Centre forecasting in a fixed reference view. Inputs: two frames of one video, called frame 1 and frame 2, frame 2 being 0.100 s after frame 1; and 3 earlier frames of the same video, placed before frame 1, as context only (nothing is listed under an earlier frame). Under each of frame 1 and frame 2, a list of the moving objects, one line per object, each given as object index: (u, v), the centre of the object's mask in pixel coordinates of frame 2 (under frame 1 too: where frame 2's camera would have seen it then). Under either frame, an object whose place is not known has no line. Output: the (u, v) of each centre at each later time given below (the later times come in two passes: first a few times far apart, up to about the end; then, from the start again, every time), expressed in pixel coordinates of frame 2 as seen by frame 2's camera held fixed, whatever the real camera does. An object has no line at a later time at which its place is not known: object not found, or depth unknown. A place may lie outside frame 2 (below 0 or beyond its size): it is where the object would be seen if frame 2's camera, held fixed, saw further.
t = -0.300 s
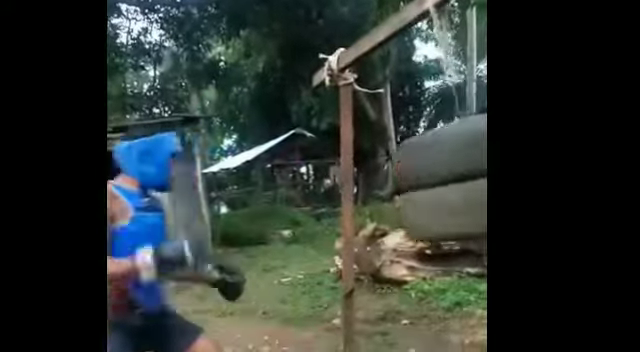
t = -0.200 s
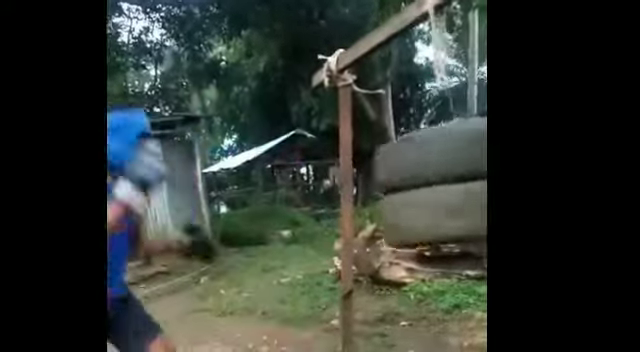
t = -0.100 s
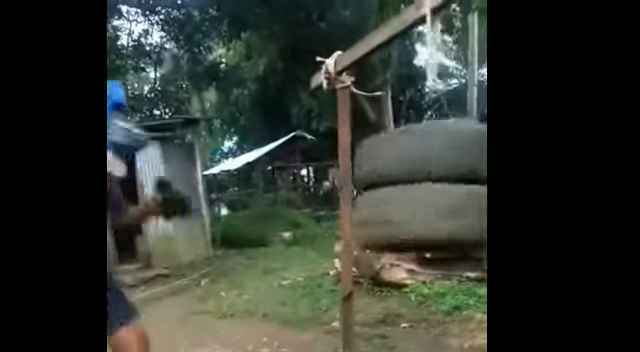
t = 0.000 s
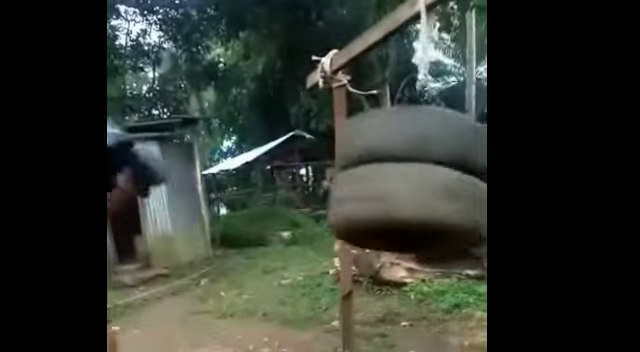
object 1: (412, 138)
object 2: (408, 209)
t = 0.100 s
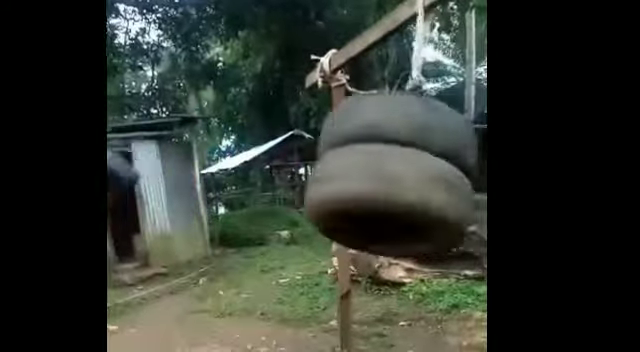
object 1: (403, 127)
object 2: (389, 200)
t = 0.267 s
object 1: (394, 111)
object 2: (371, 187)
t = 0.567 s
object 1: (397, 128)
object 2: (384, 201)
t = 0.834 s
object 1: (425, 161)
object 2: (425, 222)
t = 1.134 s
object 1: (455, 158)
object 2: (462, 224)
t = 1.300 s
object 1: (462, 153)
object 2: (468, 218)
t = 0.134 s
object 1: (399, 122)
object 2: (386, 197)
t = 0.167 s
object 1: (399, 118)
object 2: (380, 193)
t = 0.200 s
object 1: (399, 116)
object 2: (377, 190)
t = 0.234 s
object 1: (396, 112)
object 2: (374, 188)
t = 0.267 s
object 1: (394, 111)
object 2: (371, 187)
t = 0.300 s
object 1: (393, 111)
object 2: (369, 187)
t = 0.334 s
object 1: (393, 112)
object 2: (369, 187)
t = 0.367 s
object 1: (392, 111)
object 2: (368, 187)
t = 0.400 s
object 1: (391, 112)
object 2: (368, 188)
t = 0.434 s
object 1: (391, 113)
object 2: (370, 189)
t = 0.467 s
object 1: (392, 115)
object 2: (372, 191)
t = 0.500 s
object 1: (394, 119)
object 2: (377, 194)
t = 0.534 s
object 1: (397, 125)
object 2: (381, 198)
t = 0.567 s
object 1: (397, 128)
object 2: (384, 201)
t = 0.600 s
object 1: (400, 133)
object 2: (389, 204)
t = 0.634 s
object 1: (402, 139)
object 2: (393, 208)
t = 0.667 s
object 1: (405, 144)
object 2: (398, 210)
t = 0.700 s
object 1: (410, 149)
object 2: (404, 212)
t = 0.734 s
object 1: (412, 152)
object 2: (408, 216)
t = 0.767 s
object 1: (414, 155)
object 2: (418, 218)
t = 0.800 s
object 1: (420, 159)
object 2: (422, 221)
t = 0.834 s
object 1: (425, 161)
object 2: (425, 222)
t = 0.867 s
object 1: (429, 163)
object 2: (429, 224)
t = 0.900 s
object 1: (433, 164)
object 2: (439, 225)
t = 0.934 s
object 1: (437, 164)
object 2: (444, 225)
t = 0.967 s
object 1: (441, 163)
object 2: (448, 225)
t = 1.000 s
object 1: (443, 162)
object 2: (449, 224)
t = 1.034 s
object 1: (447, 161)
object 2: (452, 224)
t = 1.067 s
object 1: (450, 160)
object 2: (455, 224)
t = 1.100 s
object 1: (452, 159)
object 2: (459, 224)
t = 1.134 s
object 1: (455, 158)
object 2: (462, 224)
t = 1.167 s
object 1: (457, 156)
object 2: (463, 223)
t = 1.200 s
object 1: (459, 154)
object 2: (465, 219)
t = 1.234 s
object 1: (460, 154)
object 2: (466, 218)
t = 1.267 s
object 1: (461, 153)
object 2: (467, 218)
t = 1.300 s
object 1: (462, 153)
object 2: (468, 218)
